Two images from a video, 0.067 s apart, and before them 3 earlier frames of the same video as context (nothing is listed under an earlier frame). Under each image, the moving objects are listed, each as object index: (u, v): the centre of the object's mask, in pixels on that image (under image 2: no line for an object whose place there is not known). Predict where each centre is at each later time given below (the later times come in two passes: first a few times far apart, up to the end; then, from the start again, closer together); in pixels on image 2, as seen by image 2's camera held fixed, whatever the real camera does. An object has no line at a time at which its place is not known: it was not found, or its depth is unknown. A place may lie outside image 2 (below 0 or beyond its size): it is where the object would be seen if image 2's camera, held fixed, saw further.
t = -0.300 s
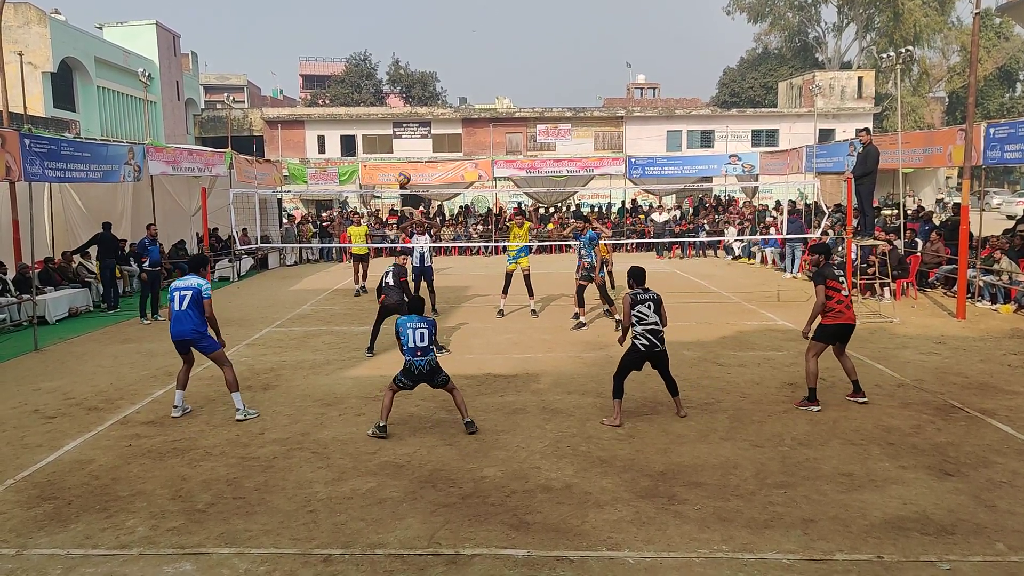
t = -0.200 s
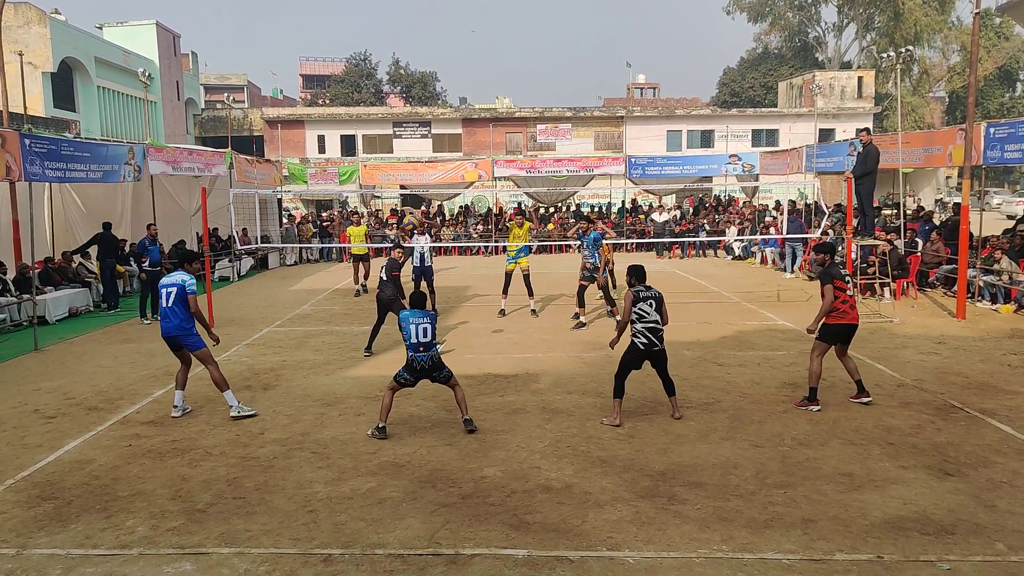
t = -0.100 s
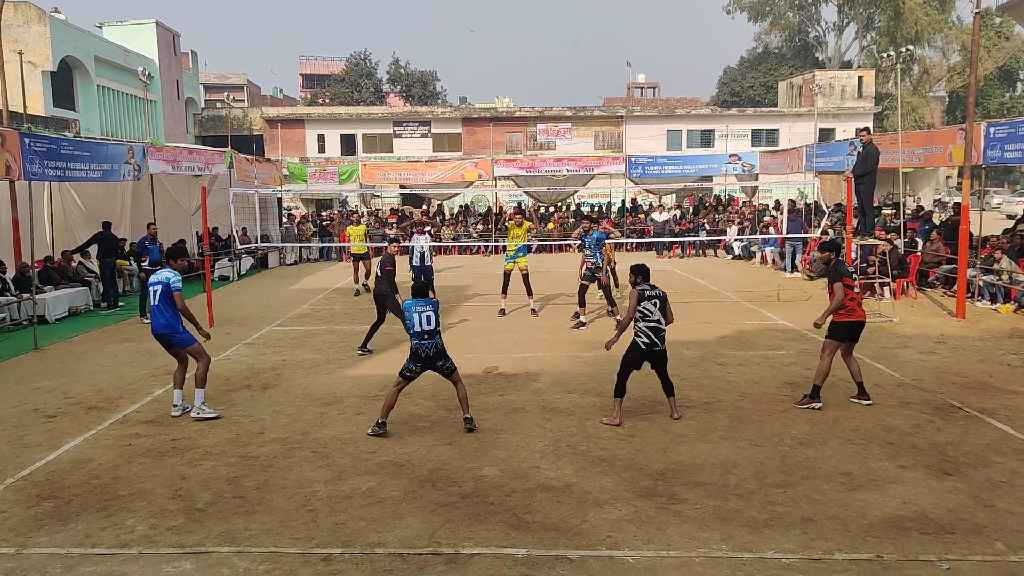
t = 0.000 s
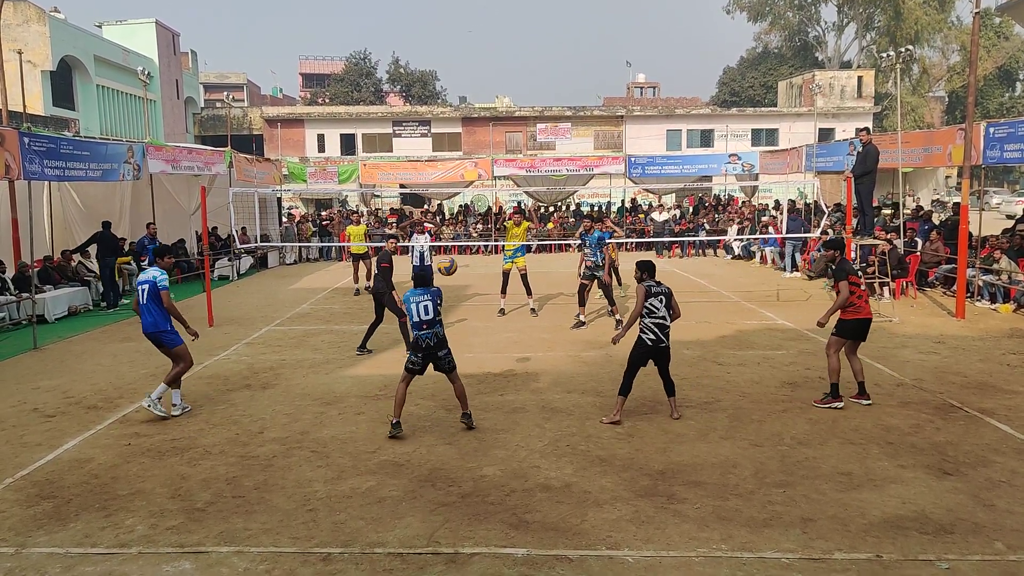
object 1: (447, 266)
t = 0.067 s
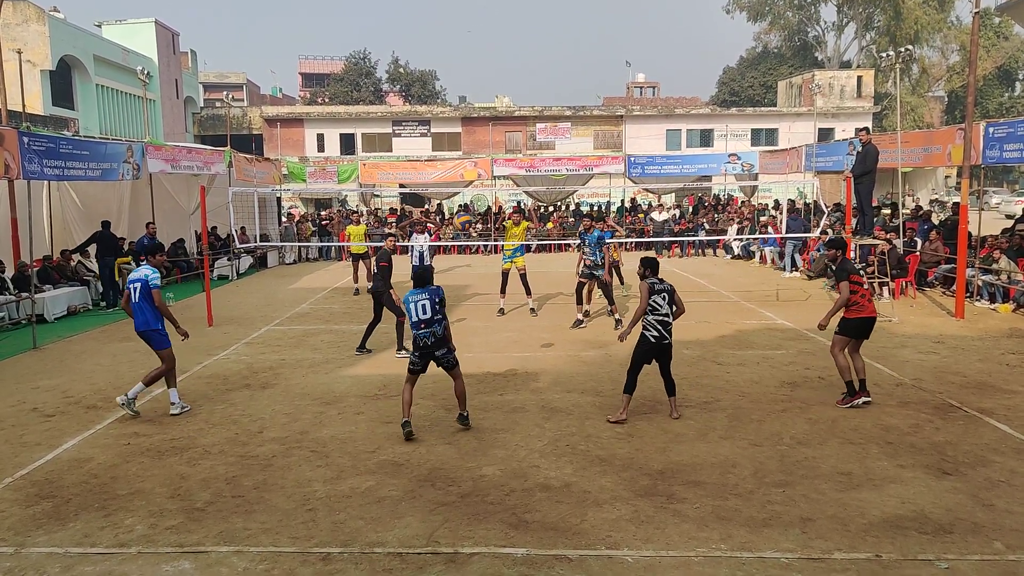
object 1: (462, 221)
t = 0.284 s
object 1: (508, 119)
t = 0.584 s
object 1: (563, 59)
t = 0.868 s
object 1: (606, 70)
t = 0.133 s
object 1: (478, 184)
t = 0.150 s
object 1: (481, 176)
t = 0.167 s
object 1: (484, 168)
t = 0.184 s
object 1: (488, 160)
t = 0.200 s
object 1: (492, 152)
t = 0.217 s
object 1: (495, 146)
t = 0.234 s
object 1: (498, 138)
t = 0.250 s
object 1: (501, 131)
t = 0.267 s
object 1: (505, 125)
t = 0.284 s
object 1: (508, 119)
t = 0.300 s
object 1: (512, 113)
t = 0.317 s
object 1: (515, 108)
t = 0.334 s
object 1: (518, 103)
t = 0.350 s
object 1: (522, 98)
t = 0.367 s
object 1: (525, 94)
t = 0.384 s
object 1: (528, 90)
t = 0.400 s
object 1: (531, 86)
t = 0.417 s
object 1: (534, 83)
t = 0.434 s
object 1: (537, 79)
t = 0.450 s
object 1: (540, 76)
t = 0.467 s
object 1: (543, 73)
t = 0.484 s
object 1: (546, 70)
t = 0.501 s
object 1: (549, 68)
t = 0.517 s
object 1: (552, 66)
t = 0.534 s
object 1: (555, 64)
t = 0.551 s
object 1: (557, 62)
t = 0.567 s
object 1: (560, 61)
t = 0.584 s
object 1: (563, 59)
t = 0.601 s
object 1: (566, 58)
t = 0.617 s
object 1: (568, 58)
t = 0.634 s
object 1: (571, 57)
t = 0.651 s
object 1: (574, 57)
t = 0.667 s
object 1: (577, 57)
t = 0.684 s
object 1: (579, 57)
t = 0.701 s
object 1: (582, 58)
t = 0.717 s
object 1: (584, 58)
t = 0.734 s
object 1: (587, 59)
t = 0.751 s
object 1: (589, 59)
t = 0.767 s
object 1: (592, 60)
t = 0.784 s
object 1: (594, 61)
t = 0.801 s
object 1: (597, 63)
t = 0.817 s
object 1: (599, 64)
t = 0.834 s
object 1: (602, 66)
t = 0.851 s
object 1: (604, 68)
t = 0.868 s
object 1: (606, 70)
